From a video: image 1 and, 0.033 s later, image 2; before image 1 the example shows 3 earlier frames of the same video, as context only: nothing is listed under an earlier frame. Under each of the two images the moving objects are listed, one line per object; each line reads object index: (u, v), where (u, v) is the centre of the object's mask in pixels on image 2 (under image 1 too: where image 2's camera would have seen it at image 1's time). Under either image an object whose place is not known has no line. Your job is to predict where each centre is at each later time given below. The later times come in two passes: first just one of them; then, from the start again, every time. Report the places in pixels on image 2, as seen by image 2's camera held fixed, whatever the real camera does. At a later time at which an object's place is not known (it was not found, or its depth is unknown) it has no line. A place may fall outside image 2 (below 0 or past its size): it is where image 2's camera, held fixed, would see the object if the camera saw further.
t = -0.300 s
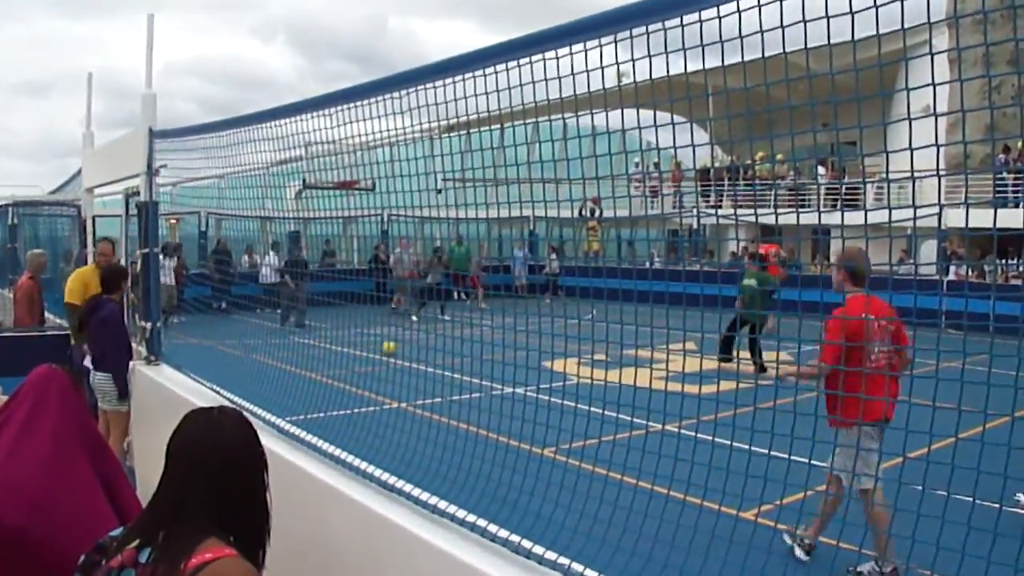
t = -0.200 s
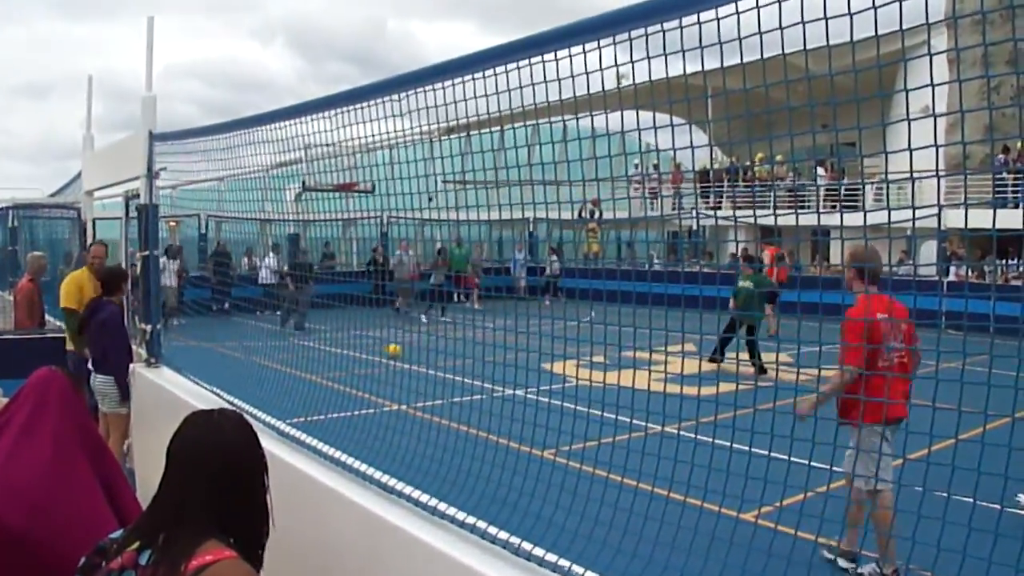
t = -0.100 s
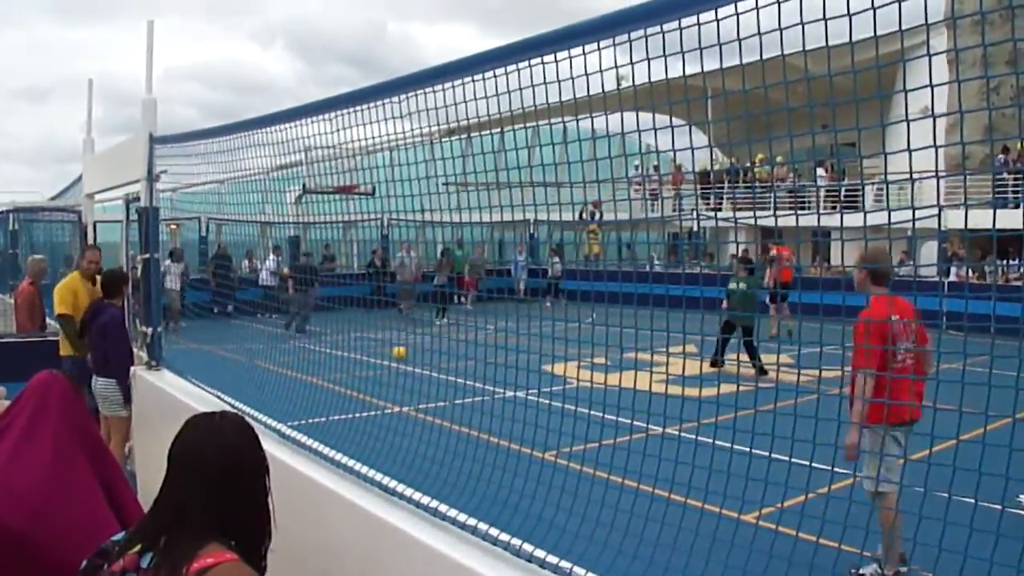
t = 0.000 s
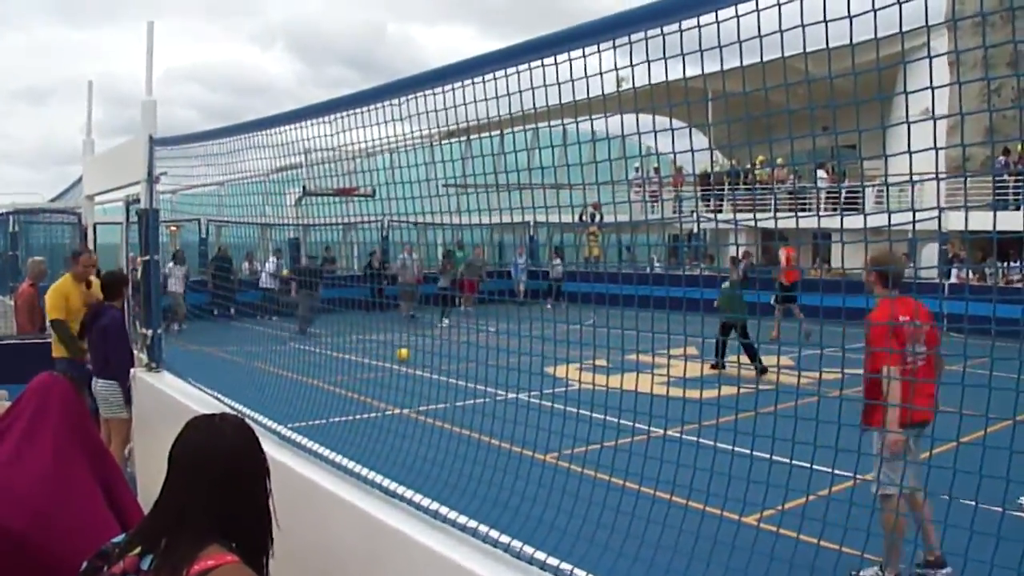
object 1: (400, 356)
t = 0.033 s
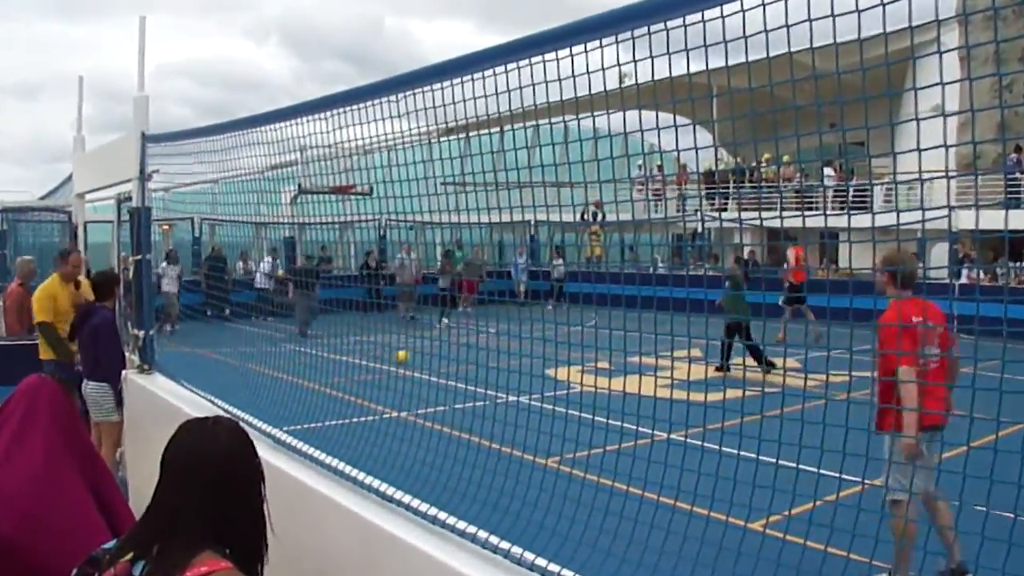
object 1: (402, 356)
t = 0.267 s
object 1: (413, 358)
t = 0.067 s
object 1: (404, 357)
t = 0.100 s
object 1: (405, 356)
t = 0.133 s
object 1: (407, 357)
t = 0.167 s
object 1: (408, 357)
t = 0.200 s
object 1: (409, 358)
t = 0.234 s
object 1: (411, 358)
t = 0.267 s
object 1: (413, 358)
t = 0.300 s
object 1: (414, 359)
